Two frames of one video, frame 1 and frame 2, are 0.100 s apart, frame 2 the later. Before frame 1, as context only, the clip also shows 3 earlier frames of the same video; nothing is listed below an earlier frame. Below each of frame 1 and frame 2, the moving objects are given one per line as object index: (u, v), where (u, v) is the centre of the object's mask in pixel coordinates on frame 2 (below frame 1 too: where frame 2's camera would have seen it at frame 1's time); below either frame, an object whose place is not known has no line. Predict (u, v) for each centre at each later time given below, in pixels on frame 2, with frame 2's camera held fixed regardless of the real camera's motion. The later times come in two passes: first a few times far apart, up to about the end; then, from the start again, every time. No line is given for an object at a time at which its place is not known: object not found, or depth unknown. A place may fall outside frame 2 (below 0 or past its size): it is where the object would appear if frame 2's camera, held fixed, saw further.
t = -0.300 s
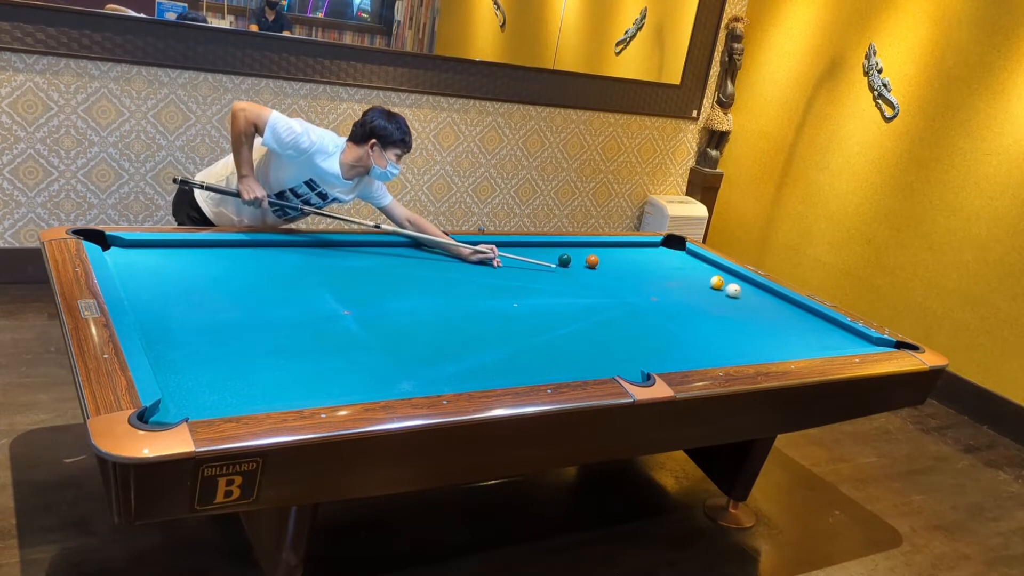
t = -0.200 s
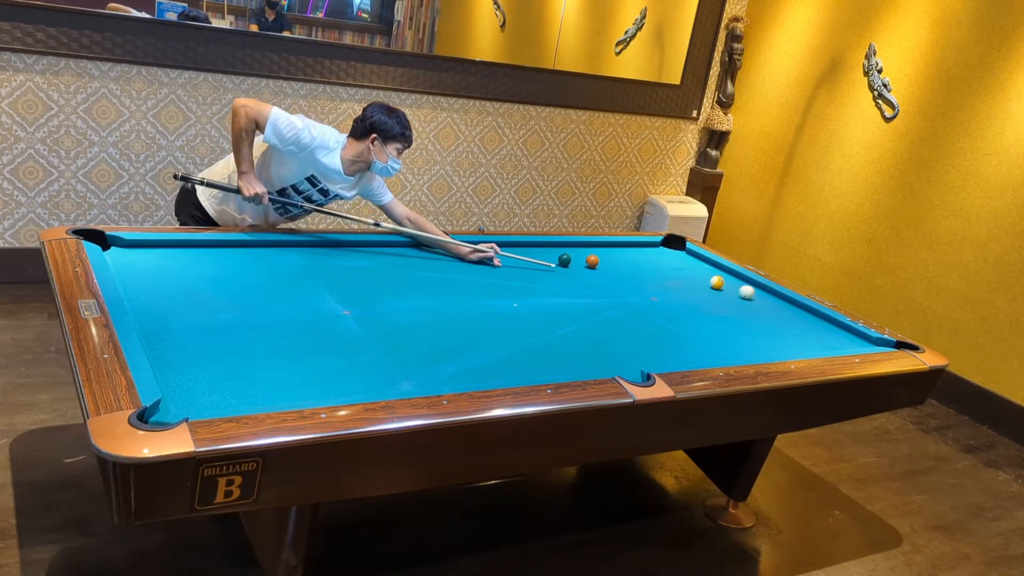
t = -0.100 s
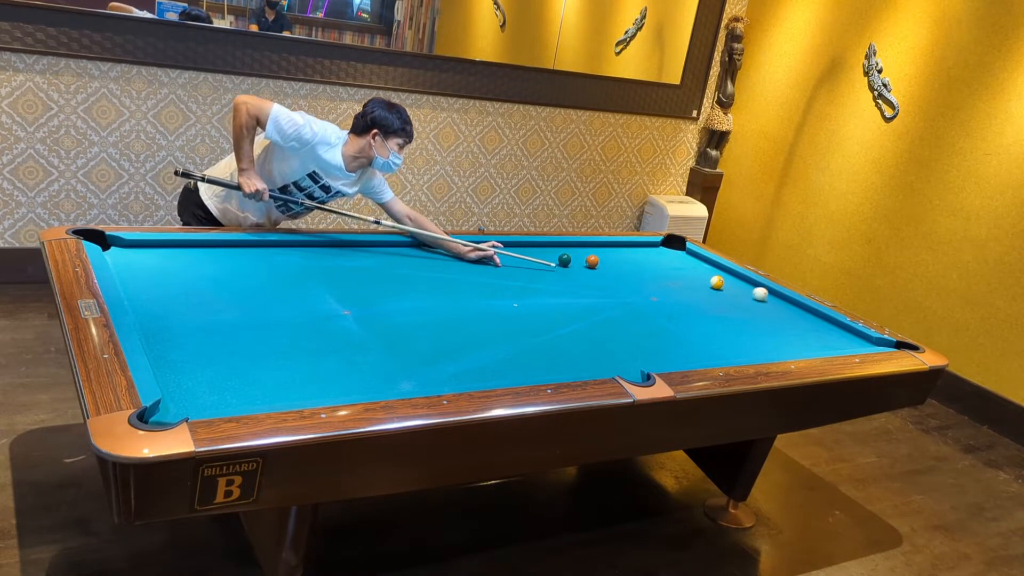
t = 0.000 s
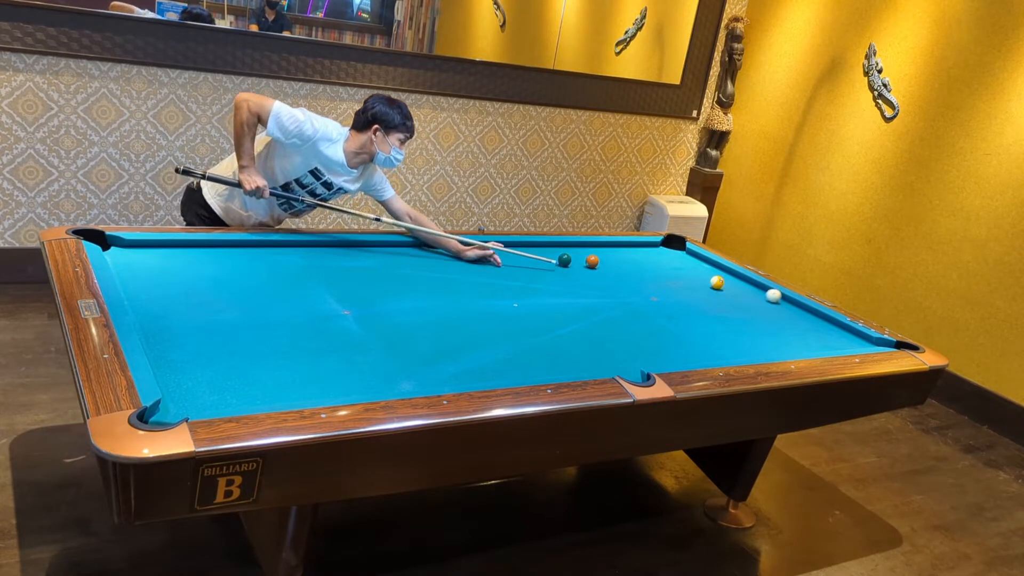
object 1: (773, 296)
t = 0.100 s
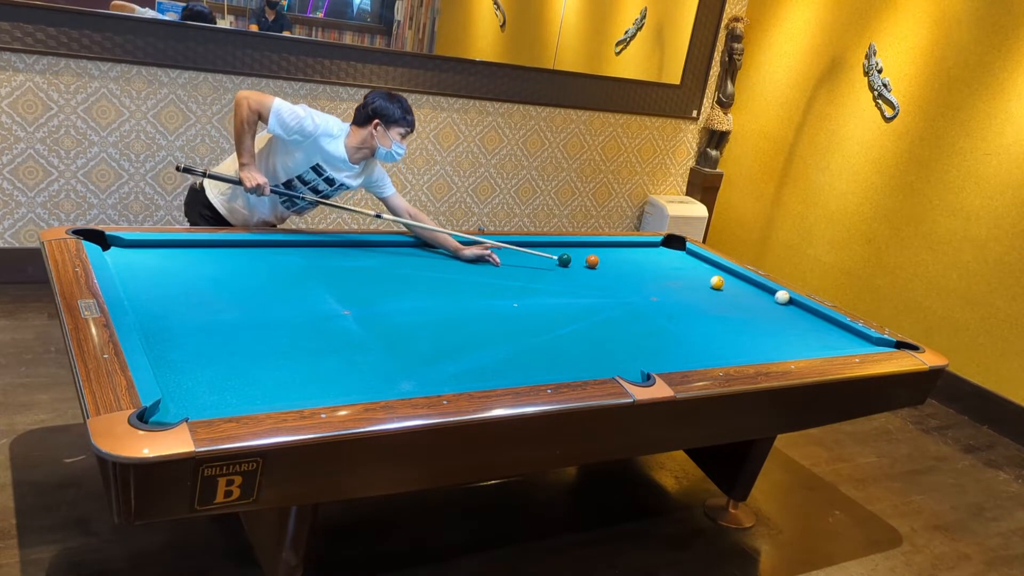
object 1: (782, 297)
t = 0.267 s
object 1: (775, 298)
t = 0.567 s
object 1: (764, 300)
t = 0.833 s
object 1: (755, 301)
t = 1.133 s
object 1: (745, 302)
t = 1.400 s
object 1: (736, 303)
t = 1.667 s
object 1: (729, 304)
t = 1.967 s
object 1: (722, 305)
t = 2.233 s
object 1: (717, 306)
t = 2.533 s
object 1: (712, 306)
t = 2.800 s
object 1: (708, 306)
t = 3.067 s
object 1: (706, 307)
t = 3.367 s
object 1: (703, 307)
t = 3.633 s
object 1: (702, 306)
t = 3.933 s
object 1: (703, 306)
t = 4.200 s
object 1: (703, 306)
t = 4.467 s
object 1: (703, 306)
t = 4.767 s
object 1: (703, 306)
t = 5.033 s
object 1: (703, 306)
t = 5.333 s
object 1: (703, 306)
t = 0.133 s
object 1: (781, 298)
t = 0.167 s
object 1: (779, 298)
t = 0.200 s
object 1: (778, 298)
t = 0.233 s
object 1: (777, 298)
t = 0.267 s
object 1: (775, 298)
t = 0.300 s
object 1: (774, 298)
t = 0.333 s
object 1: (773, 298)
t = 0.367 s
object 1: (772, 299)
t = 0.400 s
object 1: (770, 299)
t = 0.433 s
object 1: (769, 299)
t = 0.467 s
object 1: (768, 299)
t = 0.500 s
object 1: (767, 299)
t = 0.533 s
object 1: (765, 300)
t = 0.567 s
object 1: (764, 300)
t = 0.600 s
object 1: (763, 300)
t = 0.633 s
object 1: (762, 300)
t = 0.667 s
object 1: (760, 300)
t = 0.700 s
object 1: (759, 300)
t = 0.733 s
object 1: (758, 300)
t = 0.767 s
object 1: (757, 301)
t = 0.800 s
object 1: (756, 301)
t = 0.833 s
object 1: (755, 301)
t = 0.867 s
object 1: (754, 301)
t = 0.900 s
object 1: (753, 301)
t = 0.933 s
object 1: (751, 301)
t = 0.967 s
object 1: (750, 302)
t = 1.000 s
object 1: (749, 302)
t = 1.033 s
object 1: (748, 302)
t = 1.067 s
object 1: (747, 302)
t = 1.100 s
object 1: (746, 302)
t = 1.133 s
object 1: (745, 302)
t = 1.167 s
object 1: (744, 302)
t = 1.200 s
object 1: (743, 302)
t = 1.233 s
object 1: (742, 302)
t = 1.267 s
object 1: (741, 303)
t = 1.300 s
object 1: (740, 303)
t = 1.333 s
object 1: (739, 303)
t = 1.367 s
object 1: (738, 303)
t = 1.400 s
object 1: (736, 303)
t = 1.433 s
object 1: (736, 303)
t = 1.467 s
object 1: (735, 303)
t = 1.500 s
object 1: (734, 303)
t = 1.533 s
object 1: (733, 304)
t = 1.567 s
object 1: (732, 304)
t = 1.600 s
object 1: (731, 304)
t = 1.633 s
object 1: (730, 304)
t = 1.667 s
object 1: (729, 304)
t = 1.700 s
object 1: (728, 304)
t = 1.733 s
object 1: (727, 304)
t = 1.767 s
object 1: (727, 304)
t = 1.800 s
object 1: (726, 304)
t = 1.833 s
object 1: (725, 305)
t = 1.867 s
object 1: (724, 305)
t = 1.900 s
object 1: (723, 305)
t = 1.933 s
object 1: (723, 305)
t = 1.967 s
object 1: (722, 305)
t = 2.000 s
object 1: (721, 305)
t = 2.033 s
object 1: (720, 305)
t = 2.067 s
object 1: (720, 305)
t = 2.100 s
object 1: (719, 305)
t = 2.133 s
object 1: (719, 305)
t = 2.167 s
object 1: (718, 305)
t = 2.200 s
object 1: (718, 305)
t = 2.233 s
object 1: (717, 306)
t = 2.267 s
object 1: (716, 306)
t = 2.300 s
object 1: (716, 306)
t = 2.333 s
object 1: (715, 306)
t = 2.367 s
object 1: (715, 306)
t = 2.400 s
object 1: (714, 306)
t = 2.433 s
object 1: (714, 306)
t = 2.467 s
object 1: (713, 306)
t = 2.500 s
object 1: (712, 306)
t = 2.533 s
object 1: (712, 306)
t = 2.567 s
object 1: (711, 306)
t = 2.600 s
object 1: (711, 306)
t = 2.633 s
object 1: (710, 306)
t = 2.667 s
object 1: (710, 306)
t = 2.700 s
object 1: (710, 306)
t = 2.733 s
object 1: (709, 306)
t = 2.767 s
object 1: (709, 306)
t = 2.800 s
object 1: (708, 306)
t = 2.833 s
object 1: (708, 307)
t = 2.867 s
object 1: (708, 307)
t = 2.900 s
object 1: (707, 307)
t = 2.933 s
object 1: (707, 307)
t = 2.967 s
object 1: (707, 307)
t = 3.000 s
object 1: (706, 307)
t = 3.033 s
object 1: (706, 307)
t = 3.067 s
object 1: (706, 307)
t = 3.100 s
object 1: (705, 307)
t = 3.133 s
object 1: (705, 307)
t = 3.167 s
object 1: (705, 307)
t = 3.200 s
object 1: (705, 307)
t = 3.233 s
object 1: (704, 307)
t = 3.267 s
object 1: (704, 307)
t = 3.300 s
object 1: (704, 307)
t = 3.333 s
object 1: (703, 307)
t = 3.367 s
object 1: (703, 307)
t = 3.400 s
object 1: (703, 307)
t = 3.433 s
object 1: (703, 307)
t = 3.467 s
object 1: (703, 306)
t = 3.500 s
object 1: (702, 306)
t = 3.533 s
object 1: (702, 306)
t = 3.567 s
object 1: (702, 306)
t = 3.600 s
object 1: (702, 306)
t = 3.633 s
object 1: (702, 306)
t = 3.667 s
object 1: (702, 306)
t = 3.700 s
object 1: (702, 306)
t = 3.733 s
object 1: (702, 306)
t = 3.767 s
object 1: (702, 306)
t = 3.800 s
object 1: (703, 306)
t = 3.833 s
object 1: (702, 306)
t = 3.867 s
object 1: (703, 306)
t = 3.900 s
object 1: (703, 306)
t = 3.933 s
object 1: (703, 306)
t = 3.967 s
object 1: (703, 306)
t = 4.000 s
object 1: (703, 306)
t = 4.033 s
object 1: (703, 306)
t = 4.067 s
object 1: (703, 306)
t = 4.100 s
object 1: (703, 306)
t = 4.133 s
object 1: (703, 306)
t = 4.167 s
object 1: (703, 306)
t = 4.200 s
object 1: (703, 306)
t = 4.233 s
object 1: (703, 306)
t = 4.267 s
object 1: (703, 306)
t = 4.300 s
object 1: (703, 306)
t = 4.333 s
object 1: (703, 306)
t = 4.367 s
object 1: (703, 306)
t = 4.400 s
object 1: (703, 306)
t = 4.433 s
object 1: (703, 306)
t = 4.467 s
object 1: (703, 306)
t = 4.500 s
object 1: (703, 306)
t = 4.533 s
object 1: (703, 306)
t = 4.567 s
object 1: (703, 306)
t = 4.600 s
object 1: (703, 306)
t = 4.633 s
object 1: (703, 306)
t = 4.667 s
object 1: (703, 306)
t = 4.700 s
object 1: (703, 306)
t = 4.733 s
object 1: (703, 306)
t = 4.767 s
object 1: (703, 306)
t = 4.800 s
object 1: (703, 306)
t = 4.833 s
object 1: (703, 306)
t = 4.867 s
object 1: (703, 306)
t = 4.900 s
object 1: (703, 306)
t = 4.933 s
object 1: (703, 306)
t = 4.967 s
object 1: (703, 306)
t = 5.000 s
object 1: (703, 306)
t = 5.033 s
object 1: (703, 306)
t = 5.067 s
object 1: (703, 306)
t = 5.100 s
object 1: (703, 306)
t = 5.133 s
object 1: (703, 306)
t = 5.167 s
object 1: (703, 306)
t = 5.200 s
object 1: (703, 306)
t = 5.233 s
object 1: (703, 306)
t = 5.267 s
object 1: (703, 306)
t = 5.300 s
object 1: (703, 306)
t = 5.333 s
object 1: (703, 306)
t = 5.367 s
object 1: (703, 306)
